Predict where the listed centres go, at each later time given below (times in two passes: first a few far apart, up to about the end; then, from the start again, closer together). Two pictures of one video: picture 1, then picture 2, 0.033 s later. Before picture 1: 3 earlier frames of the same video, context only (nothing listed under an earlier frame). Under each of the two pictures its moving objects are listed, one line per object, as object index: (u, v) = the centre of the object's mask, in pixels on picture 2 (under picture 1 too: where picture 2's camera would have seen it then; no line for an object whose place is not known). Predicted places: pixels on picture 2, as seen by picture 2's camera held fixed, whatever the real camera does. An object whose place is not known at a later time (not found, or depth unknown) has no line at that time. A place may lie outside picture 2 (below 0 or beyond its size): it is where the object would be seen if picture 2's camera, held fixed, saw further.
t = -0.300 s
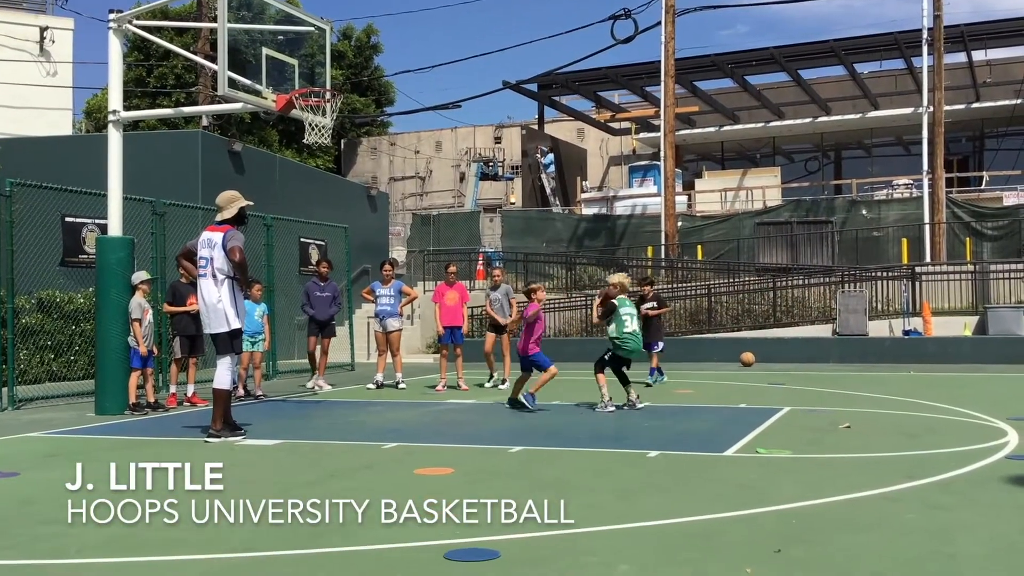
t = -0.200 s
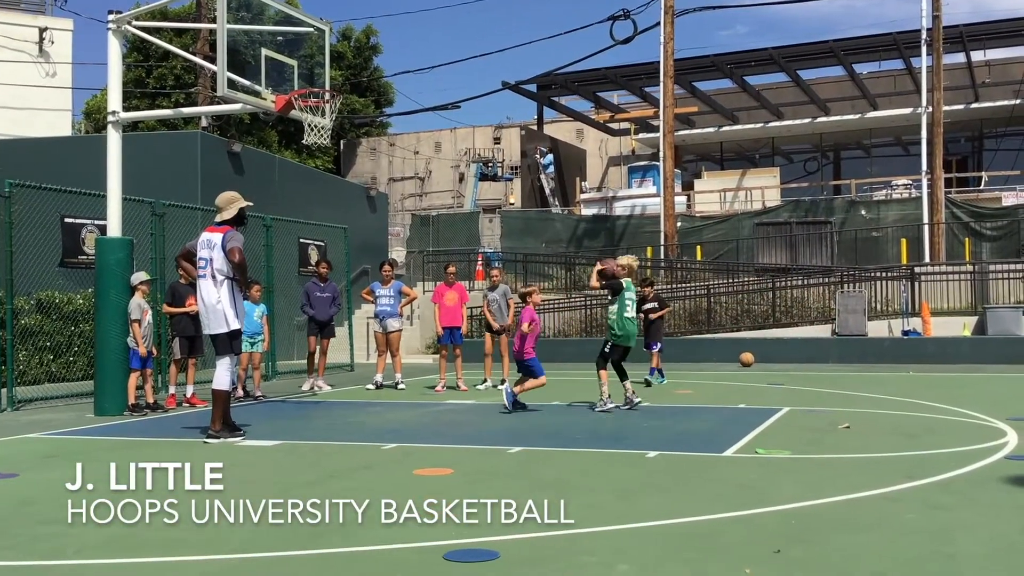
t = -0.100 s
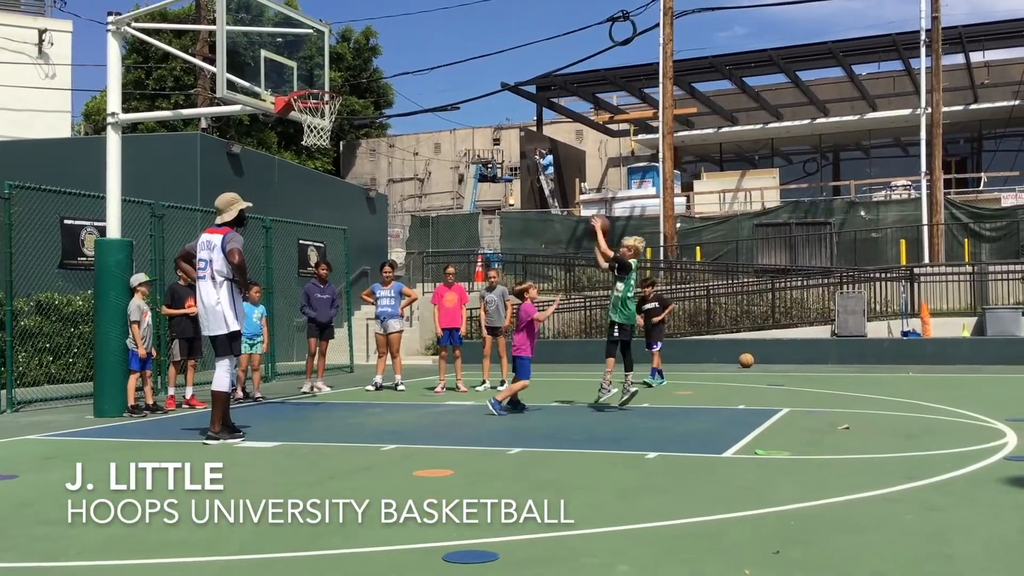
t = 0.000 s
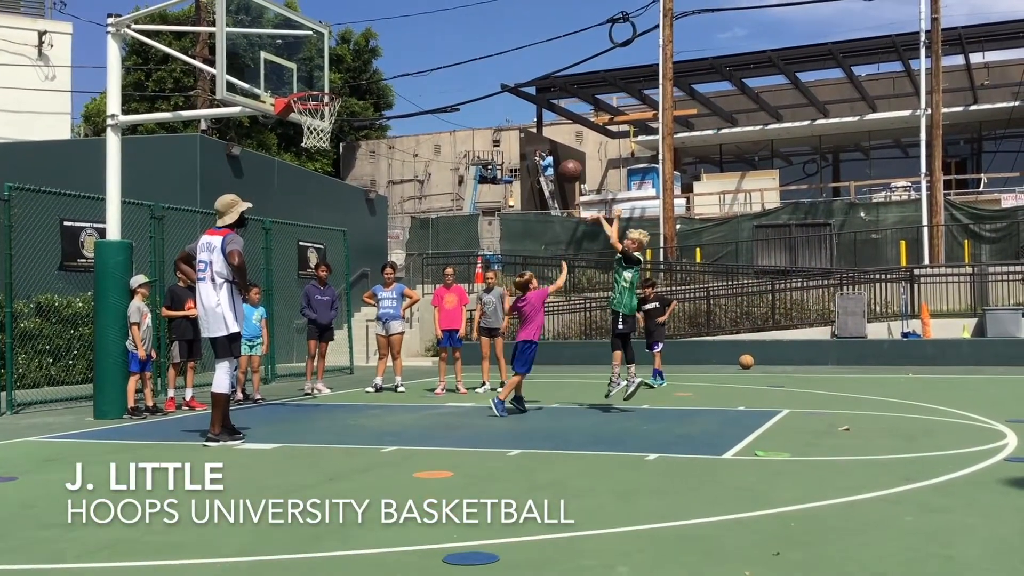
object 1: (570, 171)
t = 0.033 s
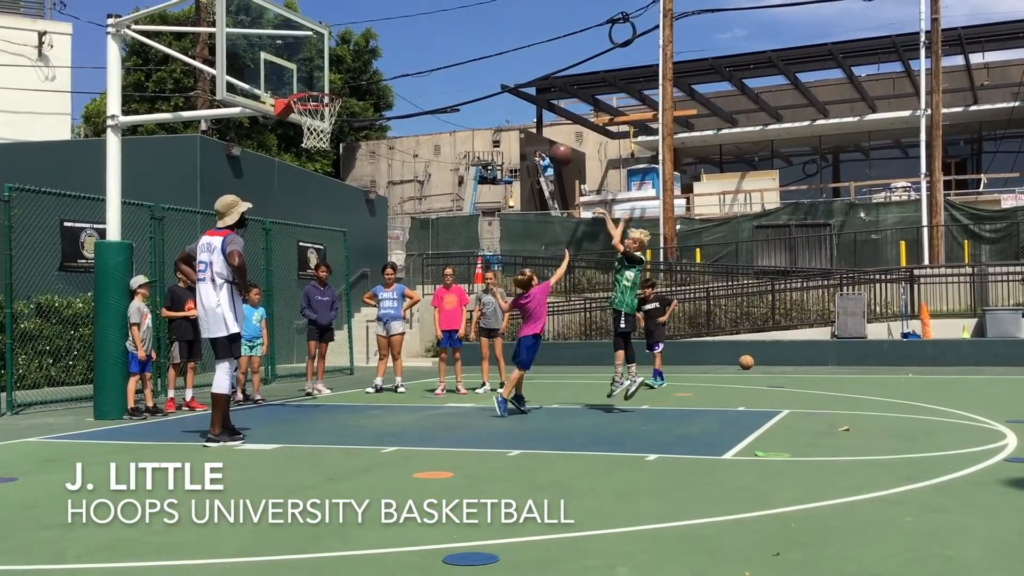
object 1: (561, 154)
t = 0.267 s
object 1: (493, 68)
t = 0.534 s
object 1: (415, 32)
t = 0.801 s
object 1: (337, 67)
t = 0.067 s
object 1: (551, 140)
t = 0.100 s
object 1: (541, 125)
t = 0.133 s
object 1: (531, 111)
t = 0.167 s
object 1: (522, 98)
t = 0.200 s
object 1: (512, 87)
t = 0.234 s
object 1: (503, 77)
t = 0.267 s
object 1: (493, 68)
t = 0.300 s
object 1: (483, 59)
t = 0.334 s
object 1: (474, 52)
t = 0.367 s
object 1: (464, 46)
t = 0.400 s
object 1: (454, 41)
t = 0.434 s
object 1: (444, 37)
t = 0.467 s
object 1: (435, 34)
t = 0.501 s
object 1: (425, 33)
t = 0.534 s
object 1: (415, 32)
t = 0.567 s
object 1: (406, 33)
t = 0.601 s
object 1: (396, 34)
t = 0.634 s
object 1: (386, 38)
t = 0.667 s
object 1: (376, 41)
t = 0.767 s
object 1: (348, 58)
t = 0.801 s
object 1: (337, 67)
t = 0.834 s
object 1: (328, 77)
